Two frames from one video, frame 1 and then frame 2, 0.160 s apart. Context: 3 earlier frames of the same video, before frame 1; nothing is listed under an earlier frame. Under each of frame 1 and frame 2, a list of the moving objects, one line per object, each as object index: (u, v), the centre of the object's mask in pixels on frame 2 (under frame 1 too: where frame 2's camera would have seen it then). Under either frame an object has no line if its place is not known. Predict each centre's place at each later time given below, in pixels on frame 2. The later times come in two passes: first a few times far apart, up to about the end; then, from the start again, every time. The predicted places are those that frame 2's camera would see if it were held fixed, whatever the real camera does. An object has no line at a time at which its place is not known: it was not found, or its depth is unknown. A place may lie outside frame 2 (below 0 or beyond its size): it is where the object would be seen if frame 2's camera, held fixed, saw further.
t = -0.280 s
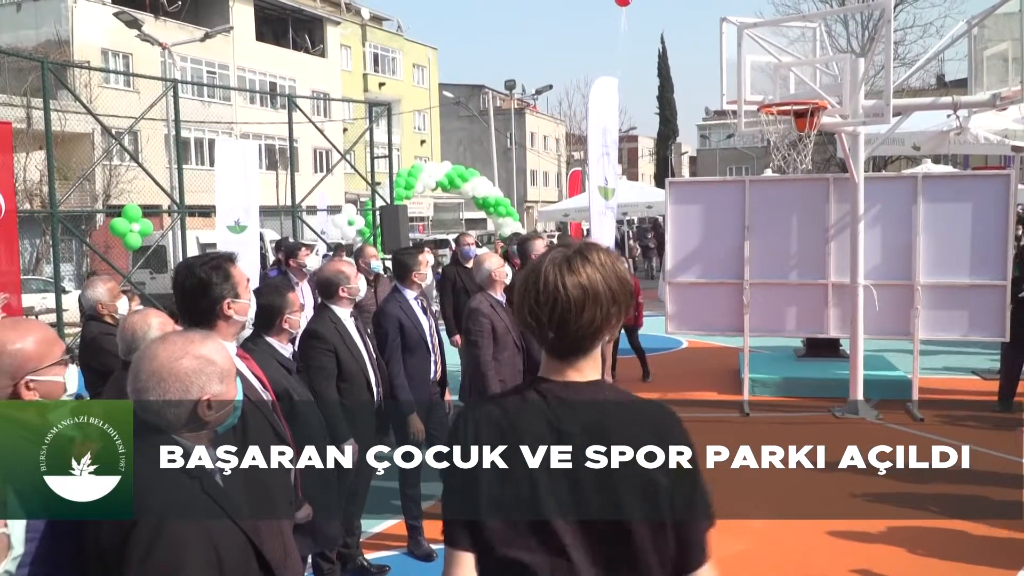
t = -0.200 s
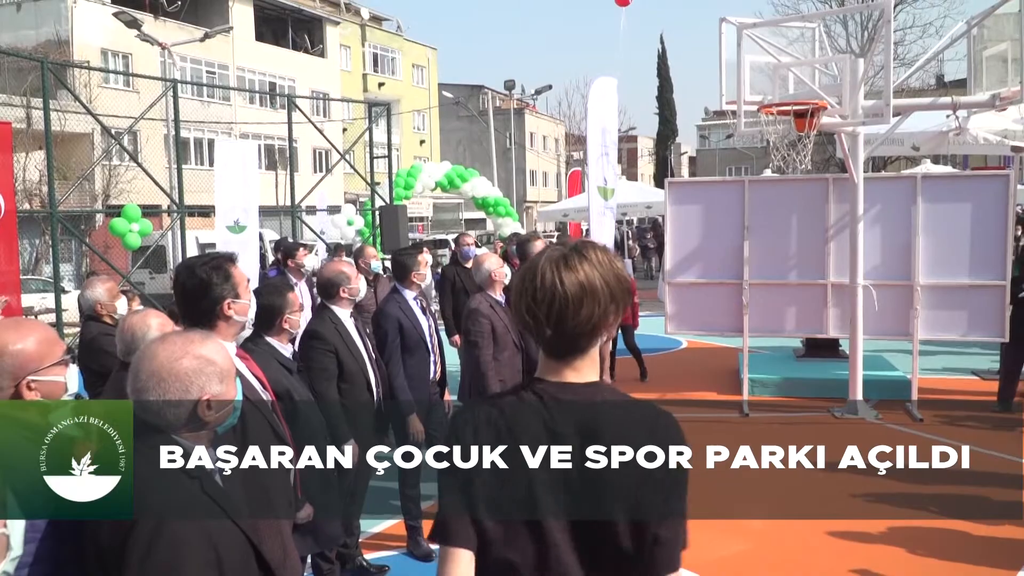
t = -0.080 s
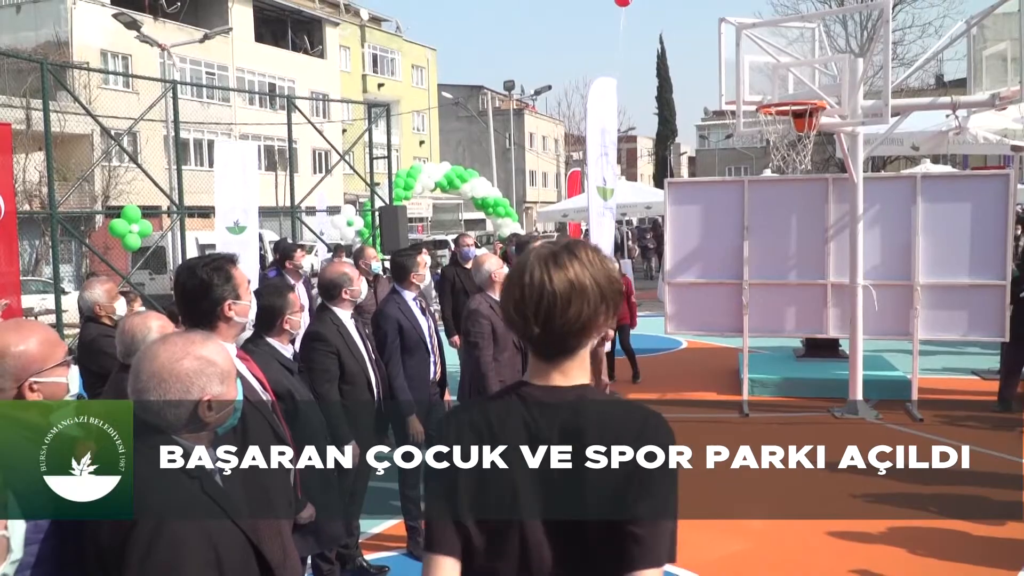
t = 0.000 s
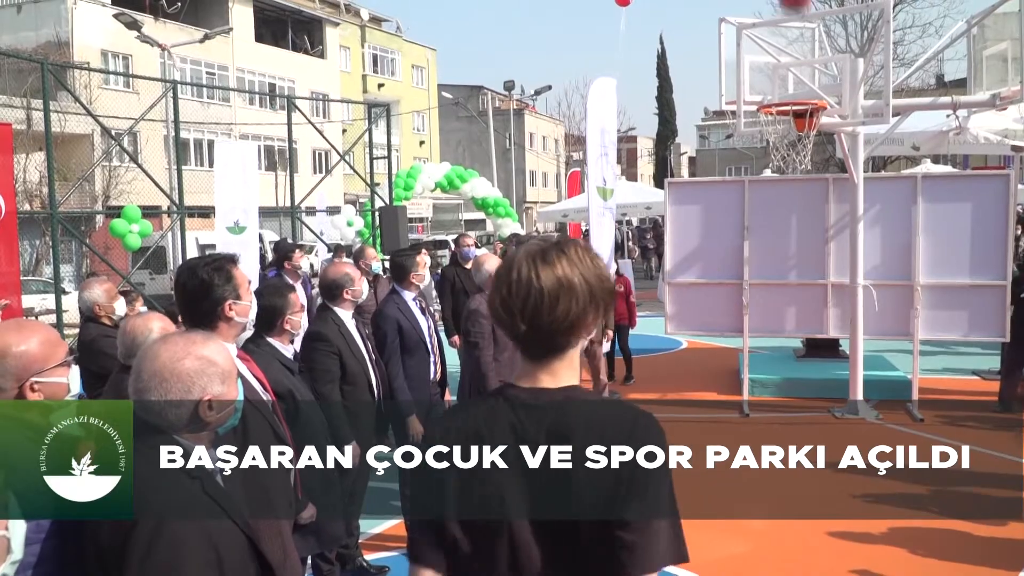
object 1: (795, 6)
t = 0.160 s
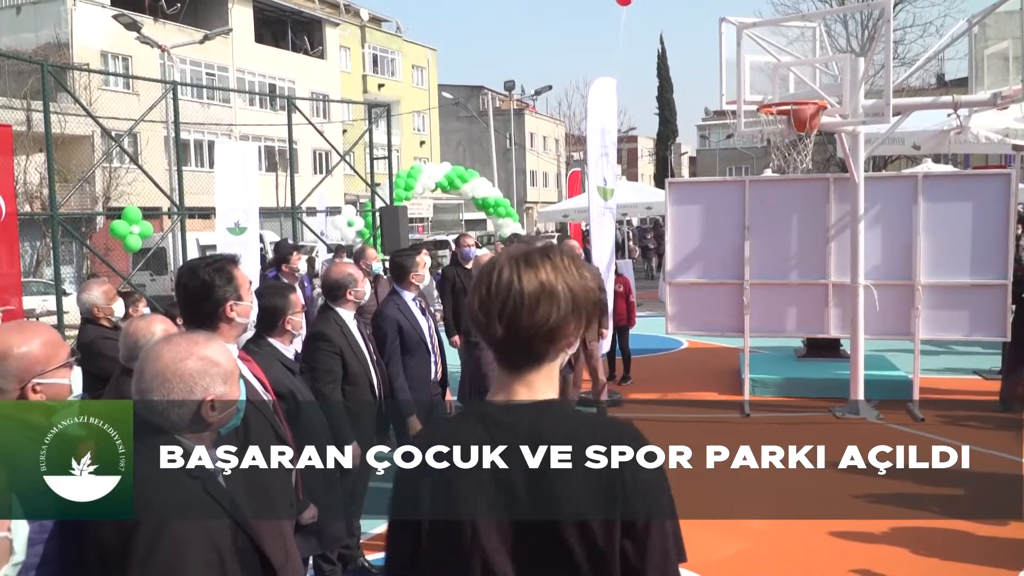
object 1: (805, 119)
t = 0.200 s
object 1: (796, 144)
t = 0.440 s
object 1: (756, 261)
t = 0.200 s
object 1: (796, 144)
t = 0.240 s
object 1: (790, 159)
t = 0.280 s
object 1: (783, 175)
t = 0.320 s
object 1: (775, 195)
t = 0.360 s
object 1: (769, 216)
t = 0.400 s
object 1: (763, 237)
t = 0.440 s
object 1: (756, 261)
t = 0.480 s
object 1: (750, 287)
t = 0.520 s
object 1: (743, 313)
